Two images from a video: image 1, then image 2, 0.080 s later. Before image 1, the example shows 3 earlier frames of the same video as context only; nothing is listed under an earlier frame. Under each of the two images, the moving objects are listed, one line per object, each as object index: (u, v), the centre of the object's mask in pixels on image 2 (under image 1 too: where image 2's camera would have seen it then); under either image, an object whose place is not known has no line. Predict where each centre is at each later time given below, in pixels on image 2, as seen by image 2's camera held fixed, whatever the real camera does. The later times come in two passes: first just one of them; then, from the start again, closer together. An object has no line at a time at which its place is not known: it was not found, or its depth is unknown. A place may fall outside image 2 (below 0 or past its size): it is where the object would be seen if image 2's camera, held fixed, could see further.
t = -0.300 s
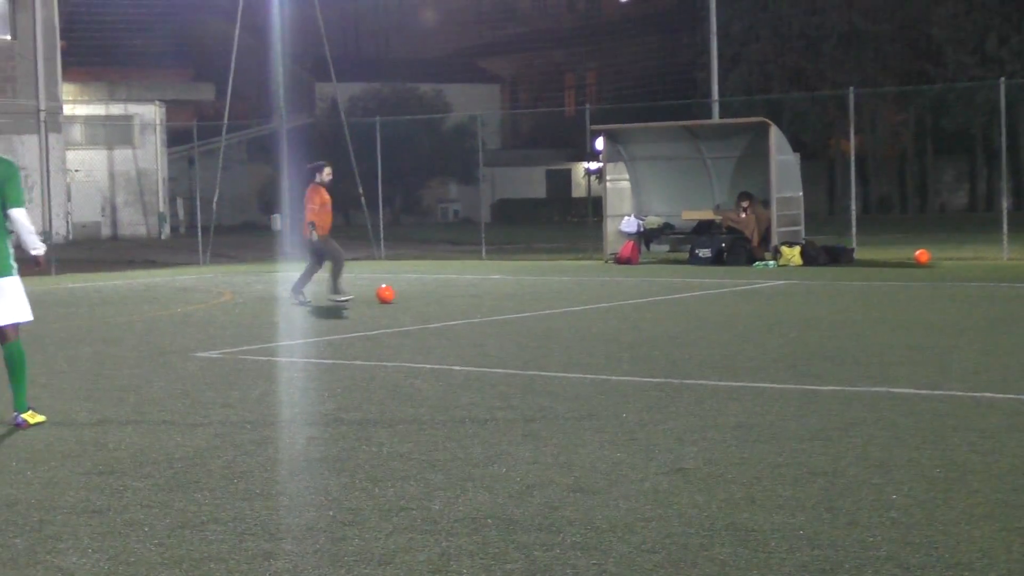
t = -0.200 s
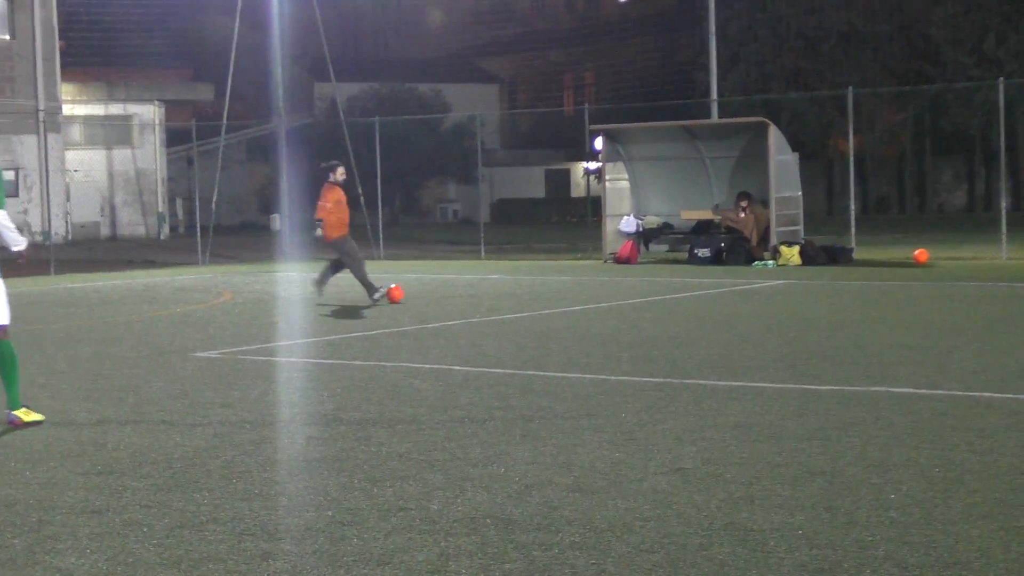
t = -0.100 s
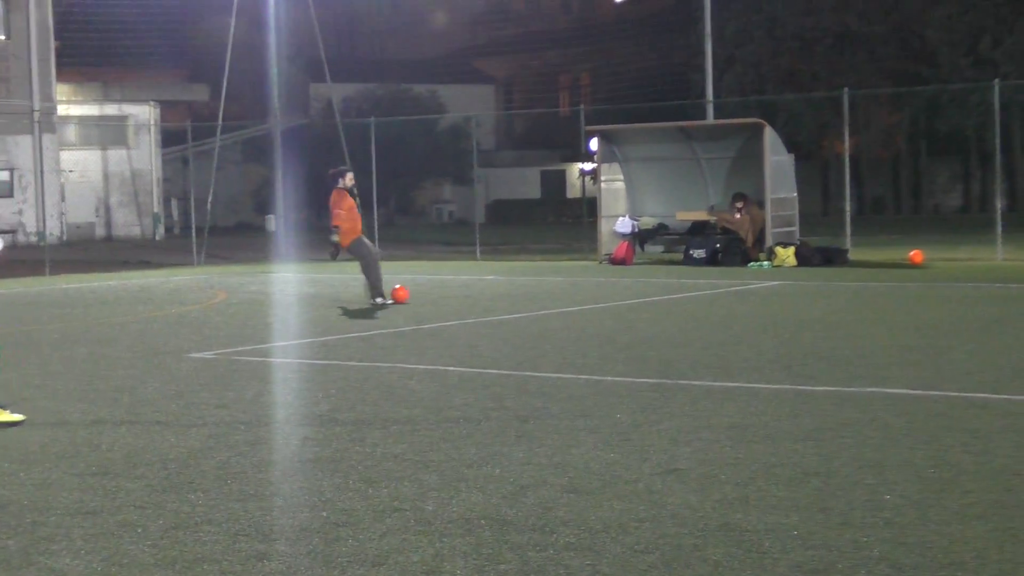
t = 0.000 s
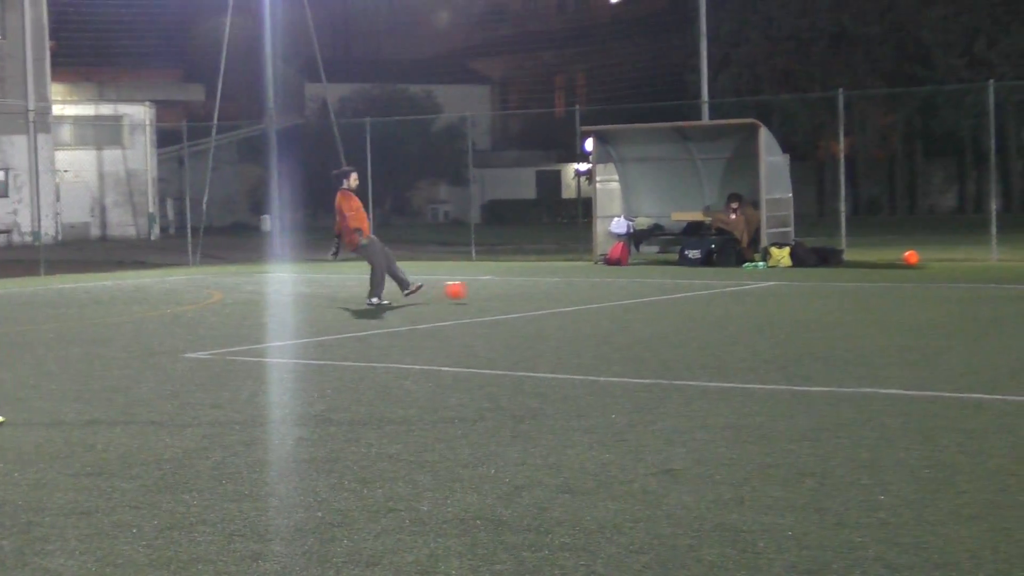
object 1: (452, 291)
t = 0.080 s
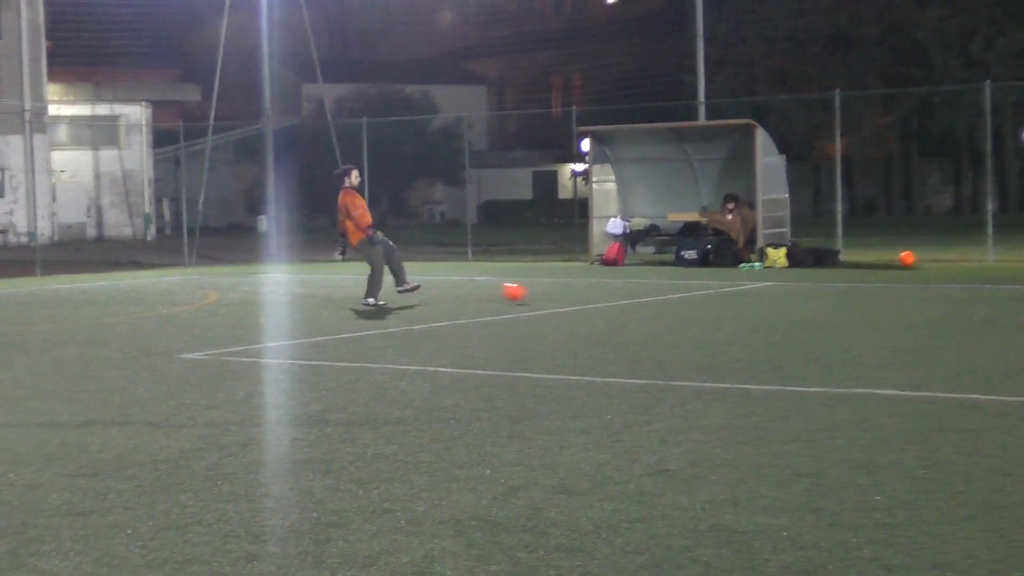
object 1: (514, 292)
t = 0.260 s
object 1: (649, 295)
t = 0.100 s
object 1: (529, 293)
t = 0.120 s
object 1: (546, 295)
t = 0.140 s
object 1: (560, 294)
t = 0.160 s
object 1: (575, 293)
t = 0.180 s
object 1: (589, 293)
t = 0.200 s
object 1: (605, 293)
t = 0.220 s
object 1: (619, 293)
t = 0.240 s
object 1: (634, 294)
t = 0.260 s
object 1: (649, 295)
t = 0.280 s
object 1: (664, 295)
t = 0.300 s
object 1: (678, 293)
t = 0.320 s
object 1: (692, 293)
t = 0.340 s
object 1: (706, 292)
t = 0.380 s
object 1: (734, 294)
